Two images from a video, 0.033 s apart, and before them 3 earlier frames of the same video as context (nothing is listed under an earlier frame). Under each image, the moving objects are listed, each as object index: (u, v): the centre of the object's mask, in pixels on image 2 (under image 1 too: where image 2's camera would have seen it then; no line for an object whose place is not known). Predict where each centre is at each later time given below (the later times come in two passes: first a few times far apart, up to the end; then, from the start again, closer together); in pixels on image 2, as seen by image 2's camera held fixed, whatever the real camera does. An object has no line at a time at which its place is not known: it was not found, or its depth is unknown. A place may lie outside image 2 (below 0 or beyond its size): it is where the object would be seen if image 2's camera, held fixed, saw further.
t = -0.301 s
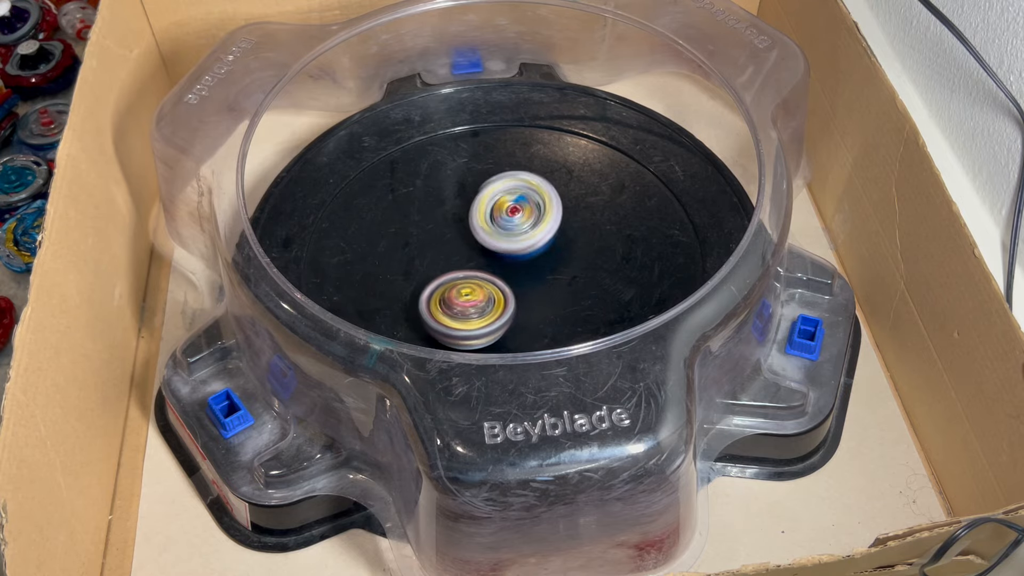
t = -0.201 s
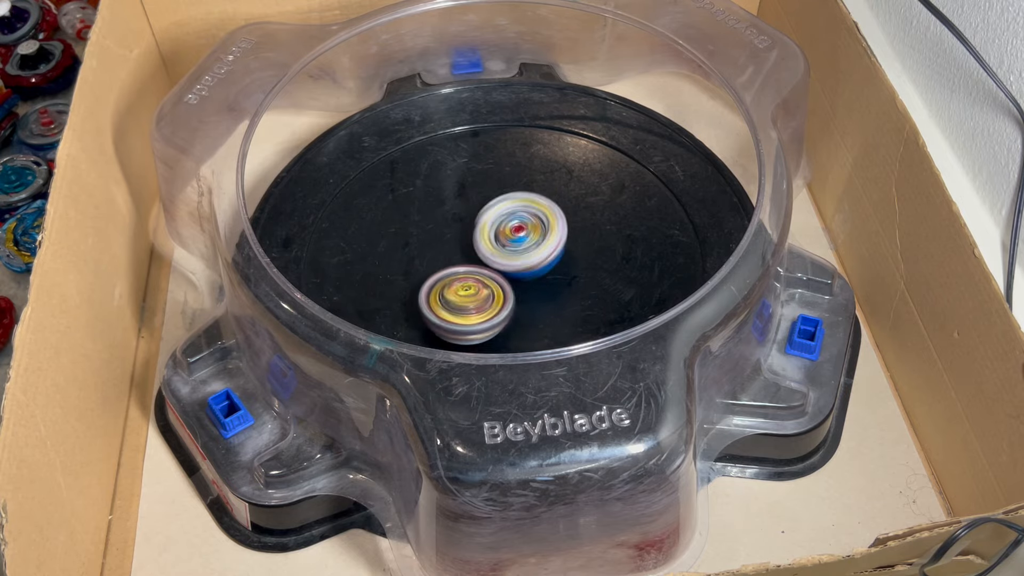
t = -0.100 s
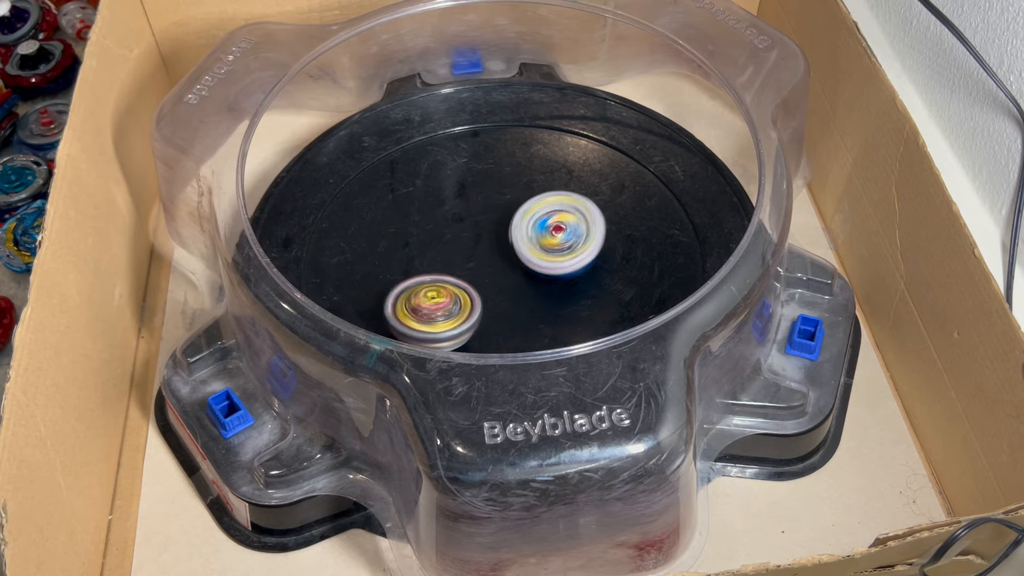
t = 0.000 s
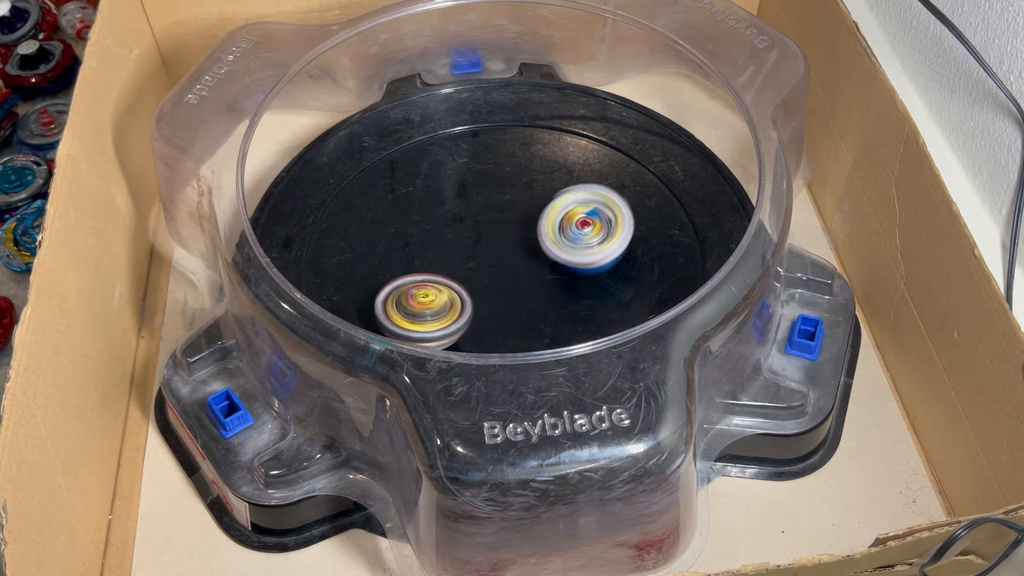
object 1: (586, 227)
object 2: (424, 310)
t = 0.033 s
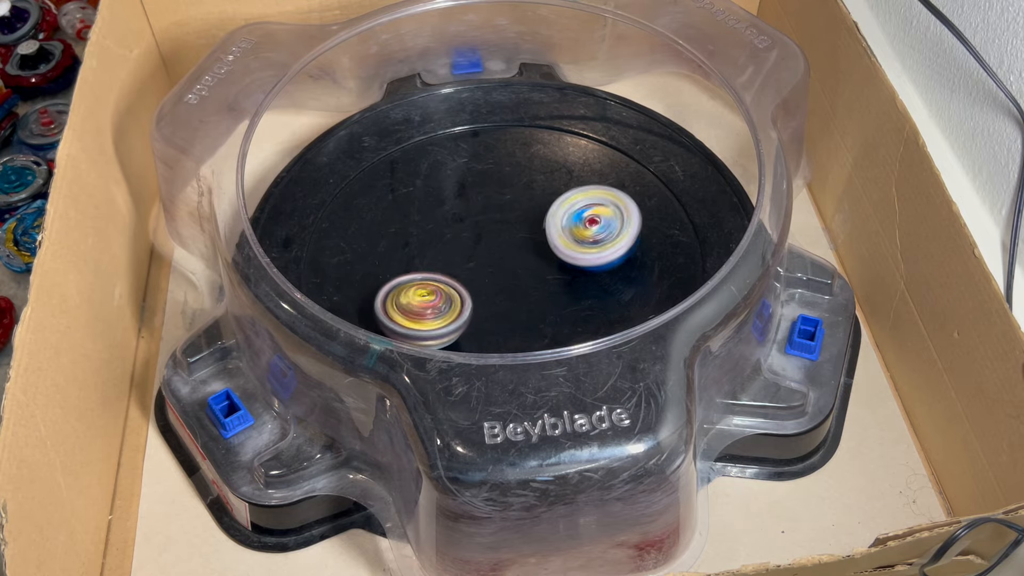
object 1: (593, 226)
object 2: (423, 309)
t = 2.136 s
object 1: (483, 253)
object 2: (557, 216)
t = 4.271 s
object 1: (504, 265)
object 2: (425, 217)
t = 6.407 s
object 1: (478, 262)
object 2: (562, 237)
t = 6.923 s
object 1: (469, 252)
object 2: (564, 249)
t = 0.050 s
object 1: (597, 224)
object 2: (424, 308)
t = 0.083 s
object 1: (602, 220)
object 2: (425, 306)
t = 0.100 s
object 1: (604, 220)
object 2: (426, 305)
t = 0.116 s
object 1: (606, 219)
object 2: (428, 303)
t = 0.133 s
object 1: (607, 216)
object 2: (429, 302)
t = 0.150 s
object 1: (605, 215)
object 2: (430, 300)
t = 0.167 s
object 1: (604, 214)
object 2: (432, 298)
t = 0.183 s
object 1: (602, 214)
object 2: (433, 296)
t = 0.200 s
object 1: (601, 213)
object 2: (435, 293)
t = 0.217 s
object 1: (596, 214)
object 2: (436, 291)
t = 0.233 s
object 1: (593, 215)
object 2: (438, 289)
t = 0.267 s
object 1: (585, 217)
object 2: (440, 284)
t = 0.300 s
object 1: (573, 222)
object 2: (443, 280)
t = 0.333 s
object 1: (563, 227)
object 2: (445, 275)
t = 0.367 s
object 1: (551, 233)
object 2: (446, 270)
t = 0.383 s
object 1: (548, 236)
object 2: (446, 268)
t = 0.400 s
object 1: (543, 239)
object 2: (447, 266)
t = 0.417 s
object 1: (538, 241)
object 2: (446, 263)
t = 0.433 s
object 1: (535, 245)
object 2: (444, 261)
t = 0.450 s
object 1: (539, 249)
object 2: (436, 258)
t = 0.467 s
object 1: (543, 252)
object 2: (428, 255)
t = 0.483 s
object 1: (545, 256)
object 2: (420, 252)
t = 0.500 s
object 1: (547, 261)
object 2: (414, 249)
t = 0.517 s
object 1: (549, 263)
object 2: (410, 247)
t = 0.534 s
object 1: (551, 265)
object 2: (406, 245)
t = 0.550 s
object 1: (552, 269)
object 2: (403, 243)
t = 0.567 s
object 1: (556, 271)
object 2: (401, 242)
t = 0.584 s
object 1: (558, 273)
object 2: (399, 240)
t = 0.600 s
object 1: (559, 276)
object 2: (398, 239)
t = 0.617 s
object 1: (562, 278)
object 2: (397, 238)
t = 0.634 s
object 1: (565, 279)
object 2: (397, 237)
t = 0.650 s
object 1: (566, 280)
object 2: (396, 237)
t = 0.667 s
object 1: (567, 282)
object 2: (396, 236)
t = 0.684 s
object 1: (571, 282)
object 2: (396, 235)
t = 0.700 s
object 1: (571, 281)
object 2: (397, 235)
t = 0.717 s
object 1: (572, 282)
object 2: (397, 234)
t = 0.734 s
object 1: (573, 282)
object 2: (397, 234)
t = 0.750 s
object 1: (574, 280)
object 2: (398, 233)
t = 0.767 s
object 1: (571, 280)
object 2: (399, 233)
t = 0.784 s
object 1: (571, 280)
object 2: (400, 232)
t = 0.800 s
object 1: (569, 276)
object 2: (402, 232)
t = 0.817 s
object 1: (567, 275)
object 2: (404, 231)
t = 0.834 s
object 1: (563, 275)
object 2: (406, 231)
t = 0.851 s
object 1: (561, 273)
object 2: (408, 232)
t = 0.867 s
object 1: (557, 271)
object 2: (410, 231)
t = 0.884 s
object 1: (550, 270)
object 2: (413, 231)
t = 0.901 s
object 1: (547, 268)
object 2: (415, 231)
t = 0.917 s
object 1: (543, 267)
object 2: (419, 231)
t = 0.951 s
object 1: (532, 265)
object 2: (425, 231)
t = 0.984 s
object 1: (521, 262)
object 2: (431, 231)
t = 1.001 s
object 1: (516, 262)
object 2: (434, 231)
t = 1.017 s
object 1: (514, 261)
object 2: (436, 229)
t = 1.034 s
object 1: (514, 265)
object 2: (433, 224)
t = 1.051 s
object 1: (520, 271)
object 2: (427, 215)
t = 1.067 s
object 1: (525, 276)
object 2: (422, 207)
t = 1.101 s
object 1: (528, 283)
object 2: (415, 195)
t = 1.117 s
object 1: (530, 284)
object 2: (413, 190)
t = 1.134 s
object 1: (530, 285)
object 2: (412, 186)
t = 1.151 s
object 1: (531, 287)
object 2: (411, 184)
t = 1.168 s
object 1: (534, 287)
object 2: (410, 181)
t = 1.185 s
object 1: (532, 287)
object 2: (410, 180)
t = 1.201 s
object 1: (535, 288)
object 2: (411, 179)
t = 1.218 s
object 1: (536, 287)
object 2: (411, 178)
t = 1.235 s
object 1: (535, 286)
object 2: (412, 178)
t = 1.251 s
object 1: (536, 287)
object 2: (413, 177)
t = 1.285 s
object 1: (534, 284)
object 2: (416, 178)
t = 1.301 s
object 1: (534, 282)
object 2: (419, 178)
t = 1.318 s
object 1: (534, 280)
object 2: (421, 178)
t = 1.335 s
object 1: (529, 279)
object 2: (423, 180)
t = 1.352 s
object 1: (530, 277)
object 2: (427, 181)
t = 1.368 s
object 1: (527, 275)
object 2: (429, 182)
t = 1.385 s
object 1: (522, 272)
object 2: (433, 184)
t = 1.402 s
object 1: (522, 270)
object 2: (436, 185)
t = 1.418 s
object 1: (517, 267)
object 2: (440, 186)
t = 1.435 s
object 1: (512, 266)
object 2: (443, 189)
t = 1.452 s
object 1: (510, 264)
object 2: (448, 191)
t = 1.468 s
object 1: (506, 262)
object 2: (451, 193)
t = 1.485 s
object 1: (501, 261)
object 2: (455, 194)
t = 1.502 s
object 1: (499, 258)
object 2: (459, 195)
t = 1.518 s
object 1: (494, 257)
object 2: (463, 195)
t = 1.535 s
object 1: (489, 263)
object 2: (467, 194)
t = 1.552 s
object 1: (487, 264)
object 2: (472, 192)
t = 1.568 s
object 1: (483, 270)
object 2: (476, 190)
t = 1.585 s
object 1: (481, 273)
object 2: (479, 189)
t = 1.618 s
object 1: (477, 278)
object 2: (486, 185)
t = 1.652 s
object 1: (472, 283)
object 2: (494, 183)
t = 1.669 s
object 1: (473, 285)
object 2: (496, 182)
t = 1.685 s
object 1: (471, 287)
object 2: (500, 183)
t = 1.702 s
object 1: (469, 291)
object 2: (503, 181)
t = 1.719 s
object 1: (470, 292)
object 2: (505, 181)
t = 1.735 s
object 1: (468, 295)
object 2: (509, 182)
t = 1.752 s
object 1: (469, 297)
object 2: (511, 182)
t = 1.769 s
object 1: (469, 296)
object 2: (514, 182)
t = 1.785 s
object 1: (469, 299)
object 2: (517, 183)
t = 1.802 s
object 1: (471, 298)
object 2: (520, 182)
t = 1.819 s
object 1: (470, 299)
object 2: (522, 183)
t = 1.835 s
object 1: (474, 298)
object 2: (525, 184)
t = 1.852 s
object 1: (475, 298)
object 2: (527, 185)
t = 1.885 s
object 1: (478, 295)
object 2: (532, 187)
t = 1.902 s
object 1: (477, 295)
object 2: (534, 188)
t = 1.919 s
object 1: (480, 293)
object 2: (536, 190)
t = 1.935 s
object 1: (481, 289)
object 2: (539, 191)
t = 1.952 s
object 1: (482, 288)
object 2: (540, 192)
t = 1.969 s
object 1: (484, 284)
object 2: (542, 195)
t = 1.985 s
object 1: (483, 282)
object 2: (545, 196)
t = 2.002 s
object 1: (486, 278)
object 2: (546, 198)
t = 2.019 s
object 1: (485, 275)
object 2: (548, 201)
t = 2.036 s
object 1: (485, 273)
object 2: (550, 203)
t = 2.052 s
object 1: (485, 268)
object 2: (551, 205)
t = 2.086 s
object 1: (485, 263)
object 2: (554, 209)
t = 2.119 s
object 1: (484, 256)
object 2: (557, 214)
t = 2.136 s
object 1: (483, 253)
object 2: (557, 216)
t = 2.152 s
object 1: (481, 251)
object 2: (559, 219)
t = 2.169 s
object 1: (479, 246)
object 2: (561, 221)
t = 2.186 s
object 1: (473, 244)
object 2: (563, 222)
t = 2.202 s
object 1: (468, 241)
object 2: (568, 223)
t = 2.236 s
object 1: (460, 236)
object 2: (576, 226)
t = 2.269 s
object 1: (451, 234)
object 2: (583, 228)
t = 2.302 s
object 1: (445, 230)
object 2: (587, 231)
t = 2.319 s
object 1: (444, 230)
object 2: (588, 232)
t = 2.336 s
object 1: (439, 228)
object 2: (590, 234)
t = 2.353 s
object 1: (438, 227)
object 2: (591, 236)
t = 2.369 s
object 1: (434, 225)
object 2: (592, 238)
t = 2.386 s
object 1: (431, 225)
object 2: (593, 240)
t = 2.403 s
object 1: (428, 221)
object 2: (593, 242)
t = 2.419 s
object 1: (426, 221)
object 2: (593, 244)
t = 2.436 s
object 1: (424, 218)
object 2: (593, 246)
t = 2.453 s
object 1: (420, 217)
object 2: (593, 249)
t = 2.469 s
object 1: (420, 215)
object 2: (592, 251)
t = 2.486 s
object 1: (417, 213)
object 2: (592, 253)
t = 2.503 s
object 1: (416, 212)
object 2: (590, 255)
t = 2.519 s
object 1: (414, 209)
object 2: (590, 257)
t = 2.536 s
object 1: (414, 210)
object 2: (589, 259)
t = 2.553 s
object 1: (412, 208)
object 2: (587, 262)
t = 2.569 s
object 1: (413, 209)
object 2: (586, 264)
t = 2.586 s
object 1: (414, 209)
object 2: (584, 266)
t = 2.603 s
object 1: (414, 210)
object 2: (582, 268)
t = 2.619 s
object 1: (417, 209)
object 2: (581, 269)
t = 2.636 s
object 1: (417, 211)
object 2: (579, 272)
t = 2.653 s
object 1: (421, 211)
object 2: (578, 274)
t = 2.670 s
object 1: (423, 211)
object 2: (576, 276)
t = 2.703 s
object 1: (430, 213)
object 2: (571, 279)
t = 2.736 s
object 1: (439, 214)
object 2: (567, 284)
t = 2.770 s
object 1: (448, 216)
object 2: (562, 287)
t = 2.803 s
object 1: (456, 219)
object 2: (558, 290)
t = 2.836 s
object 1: (464, 220)
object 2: (553, 293)
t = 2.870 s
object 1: (471, 223)
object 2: (548, 296)
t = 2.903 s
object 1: (478, 225)
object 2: (542, 298)
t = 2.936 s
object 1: (484, 228)
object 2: (538, 300)
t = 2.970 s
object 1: (490, 230)
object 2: (533, 302)
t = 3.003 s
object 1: (497, 229)
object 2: (529, 305)
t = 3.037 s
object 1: (503, 229)
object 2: (525, 309)
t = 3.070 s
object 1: (509, 229)
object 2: (521, 311)
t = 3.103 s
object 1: (517, 230)
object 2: (517, 313)
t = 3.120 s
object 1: (521, 232)
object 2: (514, 313)
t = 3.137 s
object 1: (523, 231)
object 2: (512, 313)
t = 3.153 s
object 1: (527, 233)
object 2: (510, 314)
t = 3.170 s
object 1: (530, 232)
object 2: (508, 313)
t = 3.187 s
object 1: (533, 235)
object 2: (505, 313)
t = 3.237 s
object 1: (544, 235)
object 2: (498, 311)
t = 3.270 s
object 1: (550, 237)
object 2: (493, 309)
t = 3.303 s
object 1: (555, 239)
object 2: (487, 306)
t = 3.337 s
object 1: (561, 240)
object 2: (482, 303)
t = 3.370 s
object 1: (563, 241)
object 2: (476, 300)
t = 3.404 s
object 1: (565, 243)
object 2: (471, 296)
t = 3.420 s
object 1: (564, 242)
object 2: (467, 295)
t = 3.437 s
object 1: (566, 244)
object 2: (465, 293)
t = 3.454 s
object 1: (564, 243)
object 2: (462, 292)
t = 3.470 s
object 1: (565, 245)
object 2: (459, 290)
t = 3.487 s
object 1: (564, 245)
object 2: (457, 289)
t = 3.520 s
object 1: (562, 244)
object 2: (452, 286)
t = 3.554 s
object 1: (558, 246)
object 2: (447, 282)
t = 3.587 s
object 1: (554, 246)
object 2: (442, 279)
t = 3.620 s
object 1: (547, 249)
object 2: (438, 276)
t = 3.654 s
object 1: (540, 250)
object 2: (434, 273)
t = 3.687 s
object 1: (533, 253)
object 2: (430, 270)
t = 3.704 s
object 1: (527, 254)
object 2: (428, 268)
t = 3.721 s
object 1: (526, 254)
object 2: (427, 267)
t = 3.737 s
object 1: (520, 255)
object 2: (425, 265)
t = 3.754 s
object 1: (519, 257)
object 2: (423, 264)
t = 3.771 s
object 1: (517, 258)
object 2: (420, 262)
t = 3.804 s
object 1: (516, 262)
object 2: (411, 258)
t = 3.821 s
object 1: (519, 262)
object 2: (407, 256)
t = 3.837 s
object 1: (518, 264)
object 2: (404, 254)
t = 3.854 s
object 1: (519, 265)
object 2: (401, 252)
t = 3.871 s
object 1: (517, 266)
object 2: (398, 250)
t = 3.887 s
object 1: (519, 267)
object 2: (397, 249)
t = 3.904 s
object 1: (517, 268)
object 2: (396, 247)
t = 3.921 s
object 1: (518, 268)
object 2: (395, 245)
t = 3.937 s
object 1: (516, 269)
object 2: (394, 244)
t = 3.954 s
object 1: (517, 268)
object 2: (394, 242)
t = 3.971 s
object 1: (516, 269)
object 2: (394, 241)
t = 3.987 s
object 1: (517, 269)
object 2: (394, 239)
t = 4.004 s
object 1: (513, 269)
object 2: (396, 239)
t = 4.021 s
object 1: (514, 268)
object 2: (397, 237)
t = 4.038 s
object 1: (512, 269)
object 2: (398, 236)
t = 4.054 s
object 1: (512, 267)
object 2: (400, 235)
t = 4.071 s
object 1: (509, 267)
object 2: (401, 234)
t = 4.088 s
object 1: (509, 267)
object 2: (404, 234)
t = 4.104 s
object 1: (506, 267)
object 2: (406, 233)
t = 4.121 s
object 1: (507, 265)
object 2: (409, 232)
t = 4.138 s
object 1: (504, 266)
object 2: (412, 232)
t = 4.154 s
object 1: (503, 264)
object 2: (414, 231)
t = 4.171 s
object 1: (502, 264)
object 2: (418, 230)
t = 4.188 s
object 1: (501, 262)
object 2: (420, 229)
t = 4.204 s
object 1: (498, 263)
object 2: (422, 228)
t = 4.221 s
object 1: (501, 263)
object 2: (424, 225)
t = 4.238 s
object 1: (502, 265)
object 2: (424, 222)
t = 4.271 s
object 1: (504, 265)
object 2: (425, 217)
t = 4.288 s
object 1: (503, 264)
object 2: (426, 214)
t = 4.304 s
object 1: (505, 265)
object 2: (427, 212)
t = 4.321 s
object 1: (504, 264)
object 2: (428, 210)
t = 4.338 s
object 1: (505, 265)
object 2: (429, 207)
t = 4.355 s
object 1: (504, 264)
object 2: (430, 205)
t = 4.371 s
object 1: (506, 264)
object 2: (432, 203)
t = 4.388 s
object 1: (504, 263)
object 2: (433, 201)
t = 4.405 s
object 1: (506, 261)
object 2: (435, 200)
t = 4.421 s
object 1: (505, 262)
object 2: (436, 197)
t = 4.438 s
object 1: (506, 260)
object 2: (438, 197)
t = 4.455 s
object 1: (506, 259)
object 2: (440, 195)
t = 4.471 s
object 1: (506, 257)
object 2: (442, 194)
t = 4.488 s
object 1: (505, 257)
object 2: (445, 193)
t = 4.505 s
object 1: (504, 254)
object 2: (447, 192)
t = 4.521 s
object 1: (503, 254)
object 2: (450, 191)
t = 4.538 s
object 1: (501, 252)
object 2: (451, 189)
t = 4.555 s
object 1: (501, 251)
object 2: (454, 189)
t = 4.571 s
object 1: (498, 249)
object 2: (457, 188)
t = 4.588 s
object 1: (498, 249)
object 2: (460, 188)
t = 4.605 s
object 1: (495, 248)
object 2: (463, 186)
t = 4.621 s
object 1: (496, 252)
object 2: (465, 184)
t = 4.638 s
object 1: (493, 255)
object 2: (470, 182)
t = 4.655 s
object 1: (493, 255)
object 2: (471, 181)
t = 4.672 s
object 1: (493, 258)
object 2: (475, 180)
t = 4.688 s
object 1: (493, 258)
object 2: (477, 178)
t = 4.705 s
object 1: (495, 261)
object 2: (480, 178)
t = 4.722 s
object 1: (493, 263)
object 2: (483, 176)
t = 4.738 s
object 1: (495, 265)
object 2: (486, 177)
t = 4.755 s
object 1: (493, 266)
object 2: (489, 176)
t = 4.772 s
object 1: (496, 267)
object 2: (492, 176)
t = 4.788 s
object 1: (495, 270)
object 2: (495, 176)
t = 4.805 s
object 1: (496, 271)
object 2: (498, 176)
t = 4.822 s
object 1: (497, 273)
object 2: (501, 176)
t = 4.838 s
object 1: (497, 273)
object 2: (504, 177)
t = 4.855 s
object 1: (499, 274)
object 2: (507, 178)
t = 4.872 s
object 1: (498, 274)
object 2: (510, 178)
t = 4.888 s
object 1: (501, 275)
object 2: (512, 180)
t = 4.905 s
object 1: (501, 276)
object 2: (515, 180)
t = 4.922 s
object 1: (502, 275)
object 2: (518, 181)
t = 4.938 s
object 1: (502, 276)
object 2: (521, 183)
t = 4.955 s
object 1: (504, 274)
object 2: (522, 185)
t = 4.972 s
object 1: (505, 275)
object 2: (525, 186)
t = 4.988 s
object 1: (504, 273)
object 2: (527, 187)
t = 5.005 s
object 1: (507, 273)
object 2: (530, 190)
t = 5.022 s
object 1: (505, 273)
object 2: (532, 191)
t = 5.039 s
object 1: (506, 271)
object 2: (535, 193)
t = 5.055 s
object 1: (506, 270)
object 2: (537, 196)
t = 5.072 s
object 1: (508, 269)
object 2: (540, 197)
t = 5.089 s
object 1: (508, 269)
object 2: (542, 199)
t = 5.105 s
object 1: (506, 267)
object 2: (544, 201)
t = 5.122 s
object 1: (508, 266)
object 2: (547, 203)
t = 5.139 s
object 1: (506, 264)
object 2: (549, 205)
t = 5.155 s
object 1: (507, 262)
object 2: (553, 207)
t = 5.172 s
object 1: (500, 265)
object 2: (559, 207)
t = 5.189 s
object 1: (492, 266)
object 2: (567, 205)
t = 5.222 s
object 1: (478, 269)
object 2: (581, 201)
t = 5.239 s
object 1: (474, 268)
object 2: (587, 200)
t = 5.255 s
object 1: (471, 270)
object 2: (590, 200)
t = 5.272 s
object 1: (465, 271)
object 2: (594, 199)
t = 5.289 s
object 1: (462, 269)
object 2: (595, 199)
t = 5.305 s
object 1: (460, 269)
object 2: (596, 200)
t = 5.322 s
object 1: (457, 267)
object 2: (596, 201)
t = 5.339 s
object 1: (459, 266)
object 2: (595, 201)
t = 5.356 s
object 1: (460, 267)
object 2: (593, 202)
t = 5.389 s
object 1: (458, 265)
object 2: (588, 203)
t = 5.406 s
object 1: (458, 265)
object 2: (586, 205)
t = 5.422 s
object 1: (455, 263)
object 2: (583, 206)
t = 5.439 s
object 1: (458, 262)
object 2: (580, 208)
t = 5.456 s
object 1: (458, 263)
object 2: (577, 209)
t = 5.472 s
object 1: (456, 262)
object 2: (573, 211)
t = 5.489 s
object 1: (458, 260)
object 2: (570, 212)
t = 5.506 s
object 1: (457, 260)
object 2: (566, 214)
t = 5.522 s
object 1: (458, 257)
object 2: (562, 215)
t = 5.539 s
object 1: (461, 256)
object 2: (558, 217)
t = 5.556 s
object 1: (462, 256)
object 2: (555, 218)
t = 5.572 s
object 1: (463, 254)
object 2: (550, 220)
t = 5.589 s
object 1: (465, 254)
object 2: (547, 221)
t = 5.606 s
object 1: (467, 254)
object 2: (544, 222)
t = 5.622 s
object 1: (465, 254)
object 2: (544, 222)
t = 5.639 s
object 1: (462, 255)
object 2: (544, 222)
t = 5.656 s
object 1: (458, 255)
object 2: (545, 222)
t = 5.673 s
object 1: (456, 254)
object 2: (545, 222)
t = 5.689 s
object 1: (457, 251)
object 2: (546, 222)
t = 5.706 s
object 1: (458, 252)
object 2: (546, 222)
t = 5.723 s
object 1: (459, 251)
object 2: (546, 223)
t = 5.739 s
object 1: (462, 253)
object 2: (546, 223)
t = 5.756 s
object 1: (461, 255)
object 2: (546, 224)
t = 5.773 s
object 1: (461, 254)
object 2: (545, 224)
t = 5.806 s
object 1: (464, 253)
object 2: (545, 225)
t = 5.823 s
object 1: (466, 252)
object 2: (546, 225)
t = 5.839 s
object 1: (470, 254)
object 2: (546, 225)
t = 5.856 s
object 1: (465, 258)
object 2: (550, 225)
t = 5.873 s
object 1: (459, 259)
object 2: (554, 224)
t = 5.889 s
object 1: (457, 260)
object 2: (557, 224)
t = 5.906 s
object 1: (454, 257)
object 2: (559, 224)
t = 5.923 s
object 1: (452, 256)
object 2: (561, 225)
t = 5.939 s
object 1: (454, 255)
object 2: (562, 226)
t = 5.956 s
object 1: (456, 257)
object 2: (563, 227)
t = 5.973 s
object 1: (456, 259)
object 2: (563, 228)
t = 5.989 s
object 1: (454, 260)
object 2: (563, 230)
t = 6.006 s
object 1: (454, 261)
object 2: (564, 230)
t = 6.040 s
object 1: (452, 262)
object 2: (564, 232)
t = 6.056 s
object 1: (454, 262)
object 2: (564, 233)
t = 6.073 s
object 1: (455, 264)
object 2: (564, 233)
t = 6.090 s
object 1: (452, 265)
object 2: (564, 235)
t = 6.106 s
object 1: (452, 264)
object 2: (564, 235)
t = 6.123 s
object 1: (453, 263)
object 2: (564, 237)
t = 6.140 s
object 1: (454, 263)
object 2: (564, 237)
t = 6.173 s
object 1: (461, 262)
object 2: (564, 238)
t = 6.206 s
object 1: (462, 266)
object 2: (564, 238)
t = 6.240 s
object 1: (464, 266)
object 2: (563, 239)
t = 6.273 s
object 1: (467, 263)
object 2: (562, 239)
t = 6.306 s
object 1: (475, 264)
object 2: (561, 239)
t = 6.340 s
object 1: (479, 265)
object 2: (560, 238)
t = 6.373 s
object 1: (477, 266)
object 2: (561, 238)
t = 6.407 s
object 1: (478, 262)
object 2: (562, 237)
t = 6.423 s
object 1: (479, 263)
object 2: (563, 238)
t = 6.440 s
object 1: (479, 262)
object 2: (562, 237)
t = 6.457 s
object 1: (481, 262)
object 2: (562, 238)
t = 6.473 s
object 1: (480, 264)
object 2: (563, 238)
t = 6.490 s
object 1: (476, 265)
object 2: (565, 237)
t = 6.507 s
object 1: (472, 265)
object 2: (565, 237)
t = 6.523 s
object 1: (472, 264)
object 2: (566, 237)
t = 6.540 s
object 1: (472, 264)
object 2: (565, 238)
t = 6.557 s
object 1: (470, 264)
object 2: (565, 238)
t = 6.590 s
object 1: (472, 262)
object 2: (564, 238)
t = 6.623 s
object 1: (472, 263)
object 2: (562, 239)
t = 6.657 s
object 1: (474, 263)
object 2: (561, 239)
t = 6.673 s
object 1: (475, 265)
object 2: (561, 240)
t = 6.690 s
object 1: (474, 265)
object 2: (560, 240)
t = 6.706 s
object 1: (474, 265)
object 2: (559, 241)
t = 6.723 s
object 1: (475, 266)
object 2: (560, 241)
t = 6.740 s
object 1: (475, 266)
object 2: (560, 242)
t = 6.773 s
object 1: (474, 265)
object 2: (560, 244)
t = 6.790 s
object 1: (475, 264)
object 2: (560, 244)
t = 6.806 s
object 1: (473, 264)
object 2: (561, 244)
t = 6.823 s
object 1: (471, 264)
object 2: (561, 245)
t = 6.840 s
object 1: (472, 263)
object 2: (560, 245)
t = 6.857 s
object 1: (473, 262)
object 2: (560, 245)
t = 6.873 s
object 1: (473, 258)
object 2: (560, 246)
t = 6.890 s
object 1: (470, 256)
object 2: (562, 247)
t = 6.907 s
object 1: (469, 254)
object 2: (563, 247)
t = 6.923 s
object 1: (469, 252)
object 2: (564, 249)
